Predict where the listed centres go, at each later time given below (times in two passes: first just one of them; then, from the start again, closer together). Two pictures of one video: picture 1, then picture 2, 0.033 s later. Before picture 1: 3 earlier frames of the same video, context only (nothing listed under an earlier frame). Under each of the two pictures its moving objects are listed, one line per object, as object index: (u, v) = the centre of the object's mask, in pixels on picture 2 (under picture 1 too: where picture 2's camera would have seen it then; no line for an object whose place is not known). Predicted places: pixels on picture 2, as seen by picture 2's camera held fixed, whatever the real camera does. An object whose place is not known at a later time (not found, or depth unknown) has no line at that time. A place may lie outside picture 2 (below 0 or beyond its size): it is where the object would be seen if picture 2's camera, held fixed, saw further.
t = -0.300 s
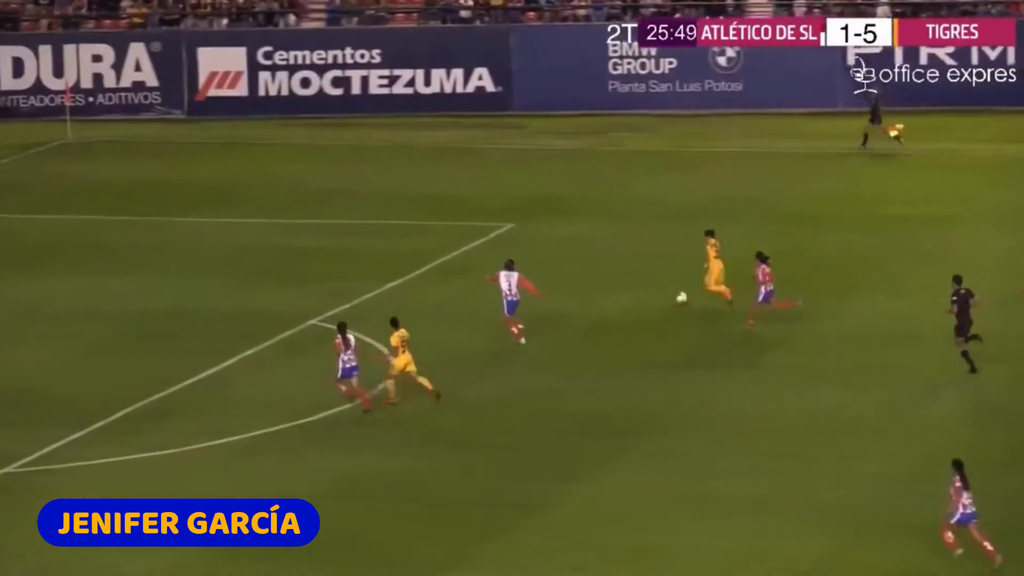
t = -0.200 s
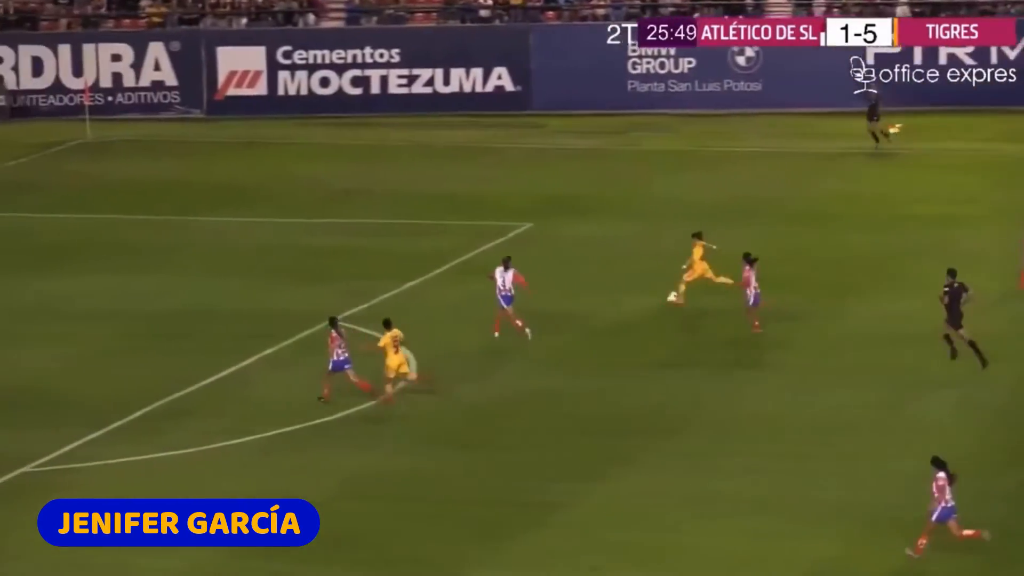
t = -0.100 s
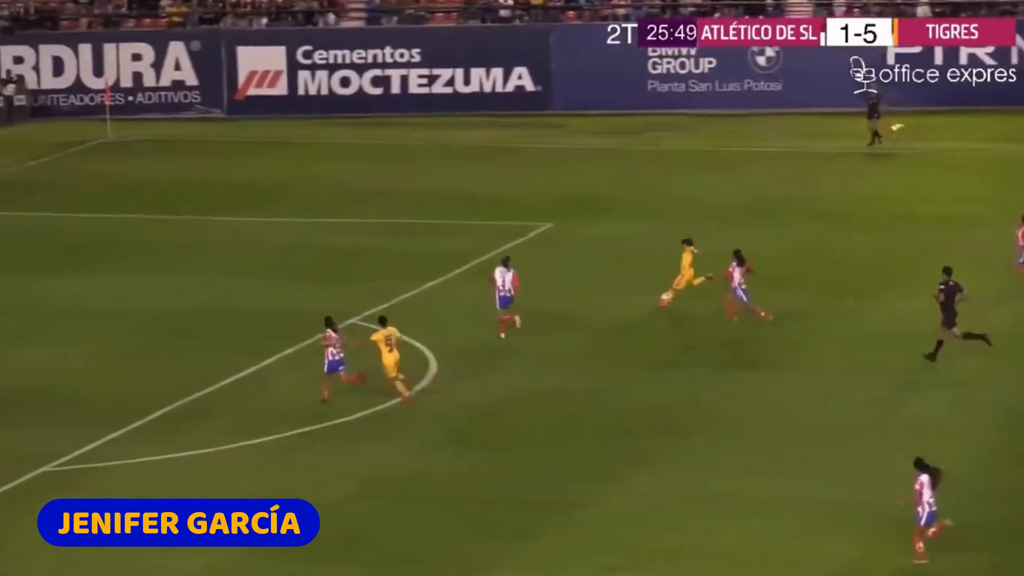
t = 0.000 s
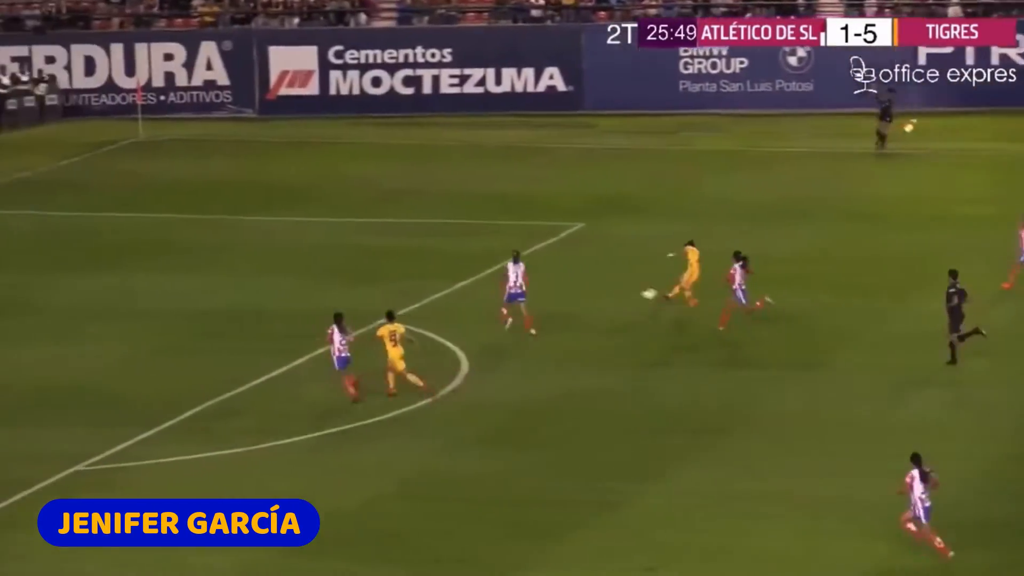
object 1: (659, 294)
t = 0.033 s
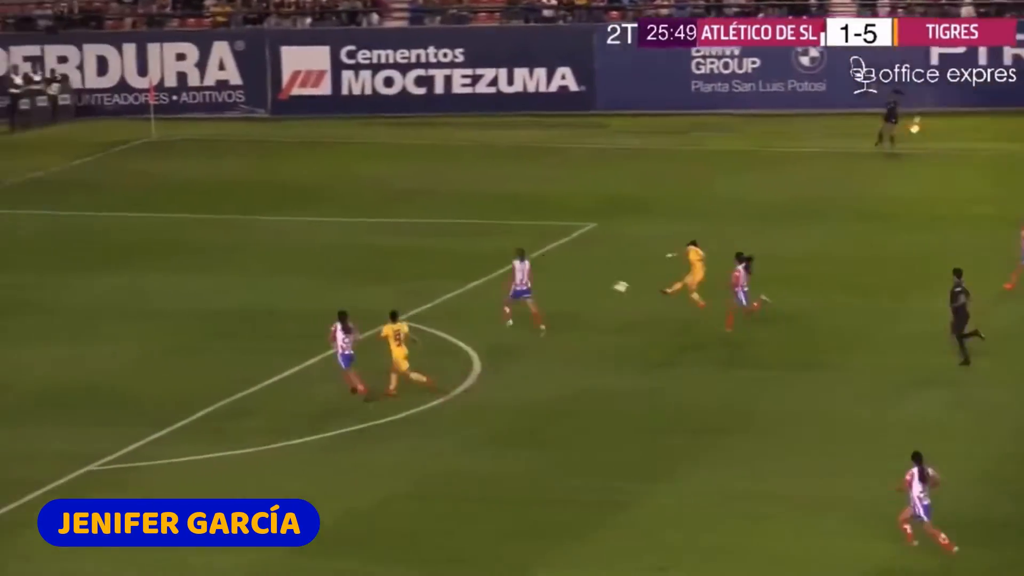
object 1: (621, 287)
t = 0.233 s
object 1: (380, 256)
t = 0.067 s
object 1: (580, 280)
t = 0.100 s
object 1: (539, 273)
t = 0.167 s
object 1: (460, 263)
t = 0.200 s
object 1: (420, 259)
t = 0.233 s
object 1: (380, 256)
